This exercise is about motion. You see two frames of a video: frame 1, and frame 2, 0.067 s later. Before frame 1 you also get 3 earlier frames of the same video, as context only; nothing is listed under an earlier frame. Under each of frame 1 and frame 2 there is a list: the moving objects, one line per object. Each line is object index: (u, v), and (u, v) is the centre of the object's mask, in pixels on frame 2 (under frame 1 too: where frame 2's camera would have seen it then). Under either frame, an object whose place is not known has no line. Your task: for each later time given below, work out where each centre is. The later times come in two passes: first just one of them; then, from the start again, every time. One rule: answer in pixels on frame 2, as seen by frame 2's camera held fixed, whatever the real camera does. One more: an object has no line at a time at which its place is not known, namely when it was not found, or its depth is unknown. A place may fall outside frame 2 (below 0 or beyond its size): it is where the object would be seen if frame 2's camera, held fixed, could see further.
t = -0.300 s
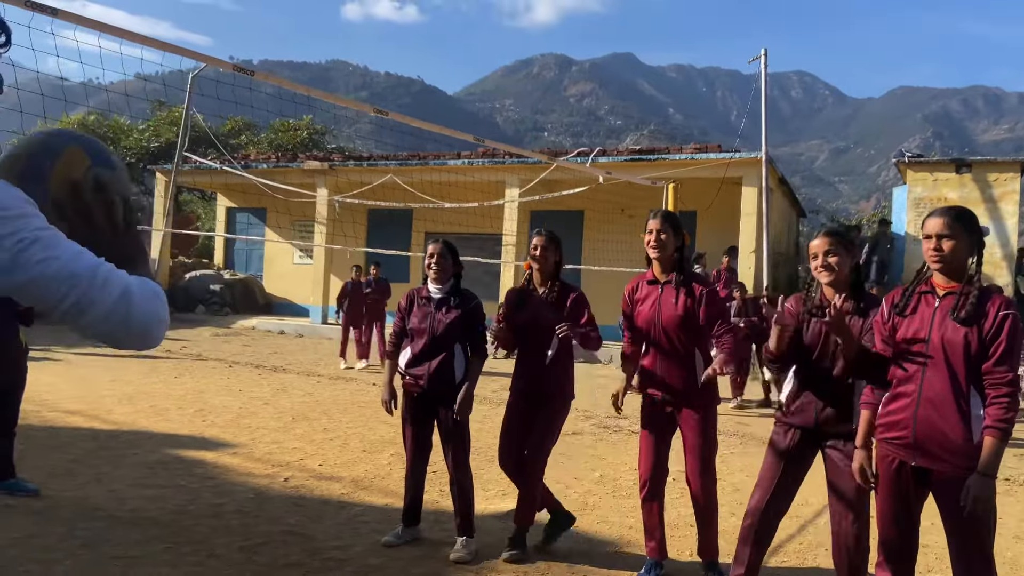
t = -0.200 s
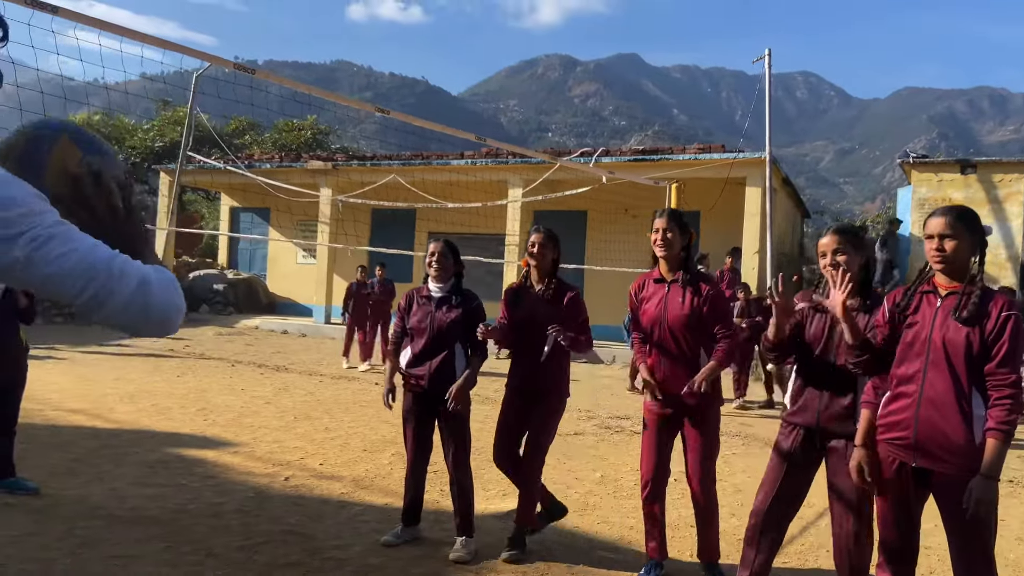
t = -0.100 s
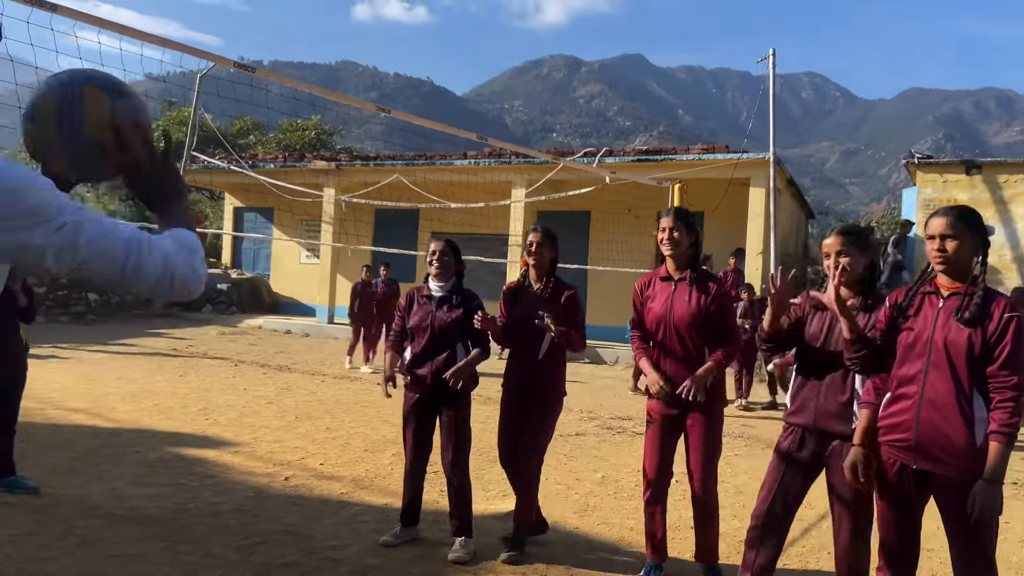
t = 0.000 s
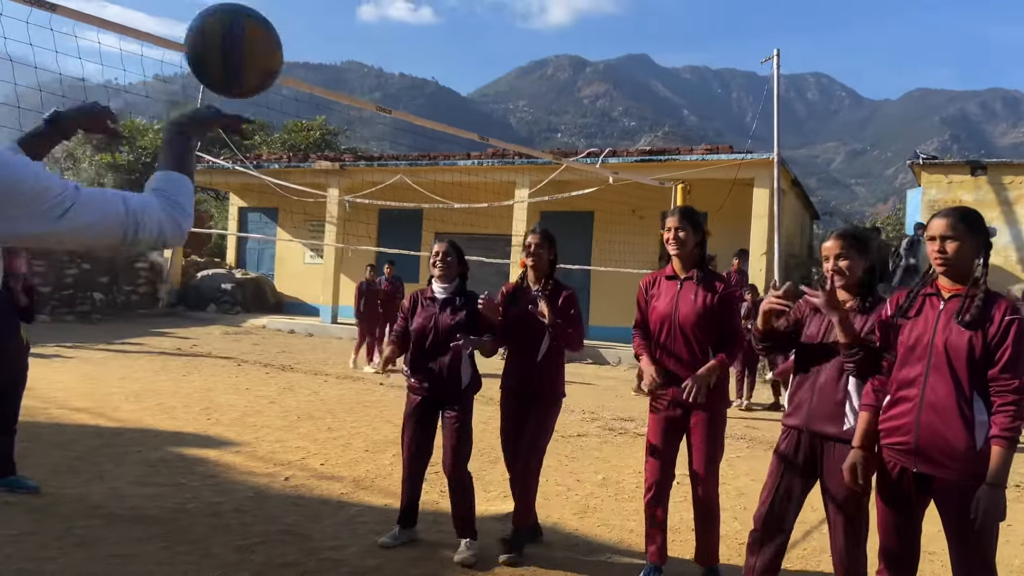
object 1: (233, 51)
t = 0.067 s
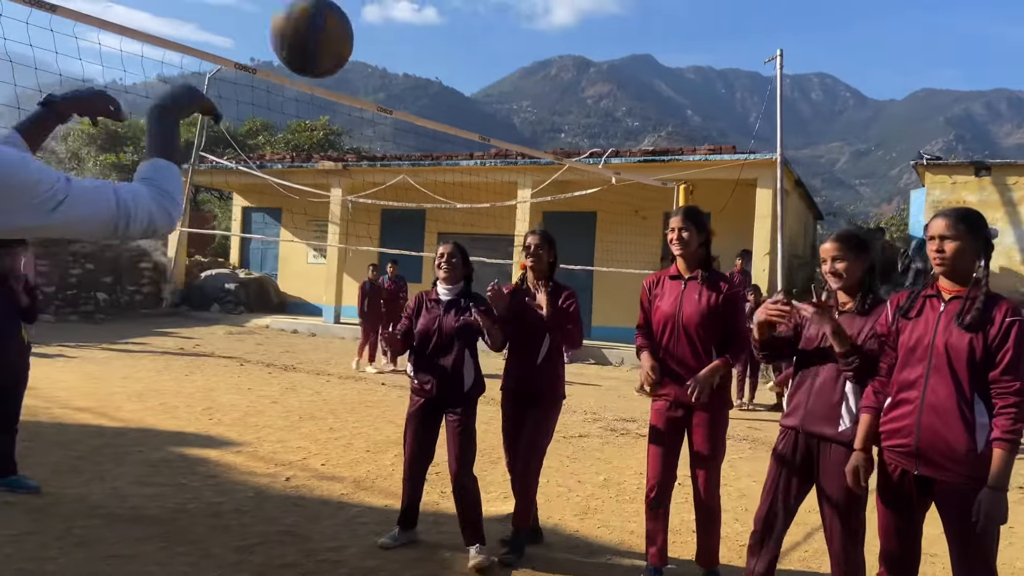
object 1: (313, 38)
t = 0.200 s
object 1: (417, 54)
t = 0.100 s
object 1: (344, 36)
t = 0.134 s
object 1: (371, 39)
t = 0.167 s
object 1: (395, 45)
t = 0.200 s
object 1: (417, 54)
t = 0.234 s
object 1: (437, 66)
